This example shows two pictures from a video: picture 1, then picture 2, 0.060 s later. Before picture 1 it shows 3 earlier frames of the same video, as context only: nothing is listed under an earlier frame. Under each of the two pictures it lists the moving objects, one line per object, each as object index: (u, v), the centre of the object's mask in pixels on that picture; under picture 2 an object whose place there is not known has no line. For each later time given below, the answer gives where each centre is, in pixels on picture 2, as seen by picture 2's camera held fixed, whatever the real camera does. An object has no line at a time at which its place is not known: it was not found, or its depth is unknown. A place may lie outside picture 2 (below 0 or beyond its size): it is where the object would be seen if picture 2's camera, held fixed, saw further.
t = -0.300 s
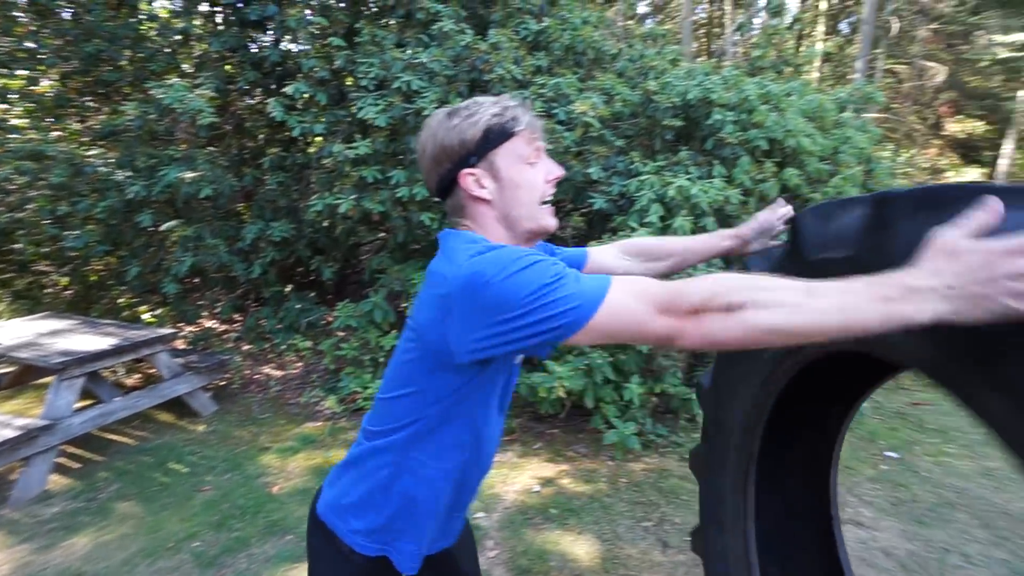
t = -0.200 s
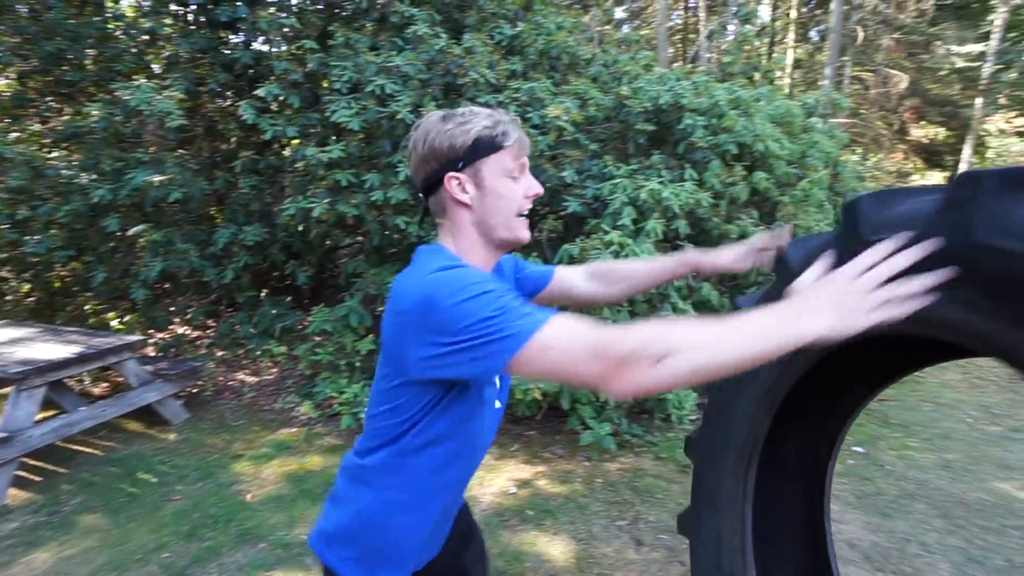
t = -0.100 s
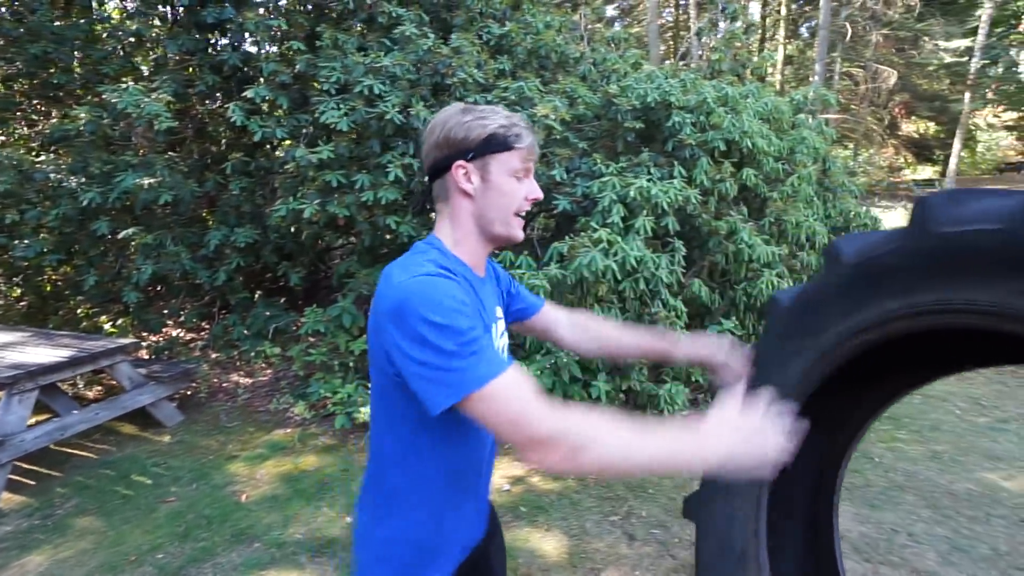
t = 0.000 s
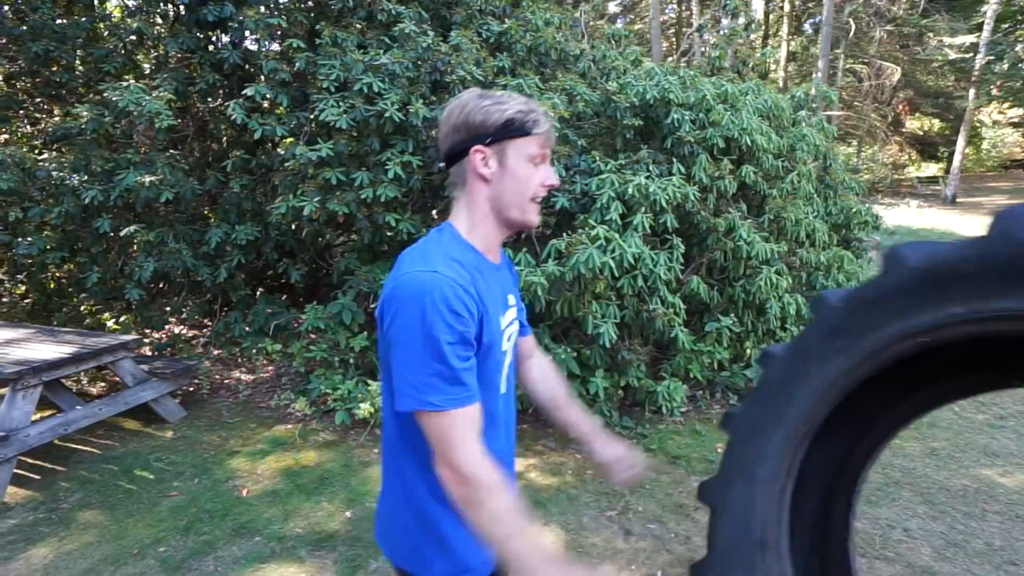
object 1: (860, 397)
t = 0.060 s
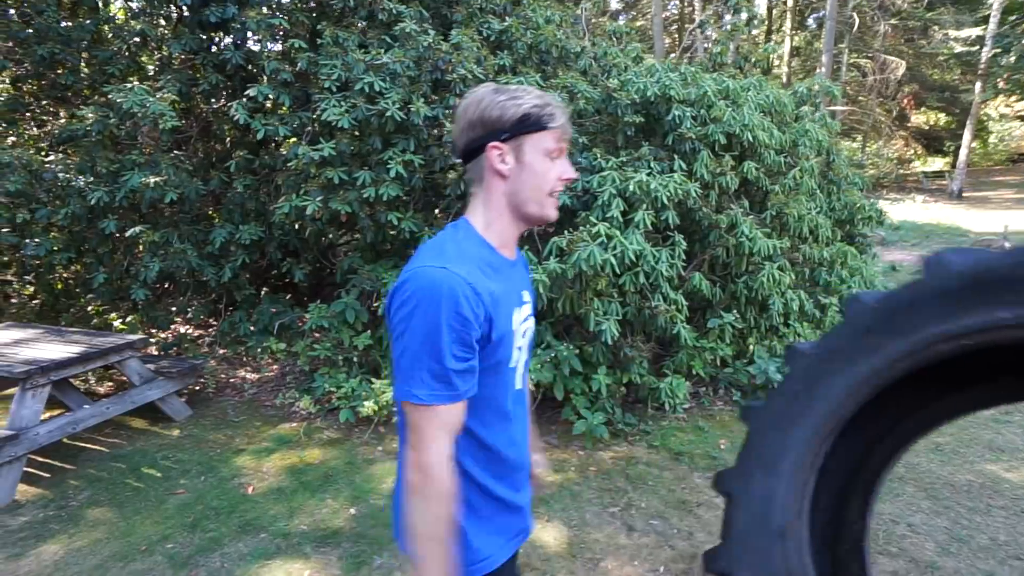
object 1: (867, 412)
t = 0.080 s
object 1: (873, 418)
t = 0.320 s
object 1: (911, 492)
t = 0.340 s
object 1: (916, 498)
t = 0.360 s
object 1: (923, 506)
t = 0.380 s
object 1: (930, 515)
